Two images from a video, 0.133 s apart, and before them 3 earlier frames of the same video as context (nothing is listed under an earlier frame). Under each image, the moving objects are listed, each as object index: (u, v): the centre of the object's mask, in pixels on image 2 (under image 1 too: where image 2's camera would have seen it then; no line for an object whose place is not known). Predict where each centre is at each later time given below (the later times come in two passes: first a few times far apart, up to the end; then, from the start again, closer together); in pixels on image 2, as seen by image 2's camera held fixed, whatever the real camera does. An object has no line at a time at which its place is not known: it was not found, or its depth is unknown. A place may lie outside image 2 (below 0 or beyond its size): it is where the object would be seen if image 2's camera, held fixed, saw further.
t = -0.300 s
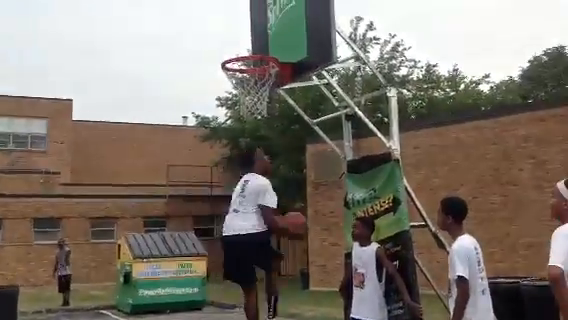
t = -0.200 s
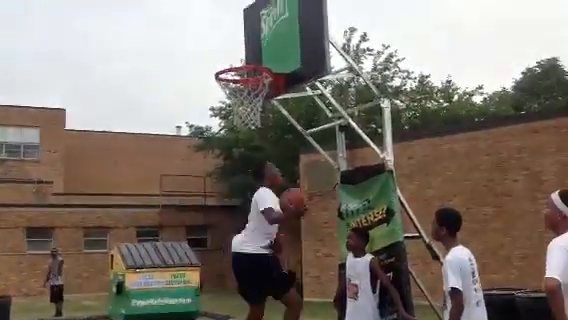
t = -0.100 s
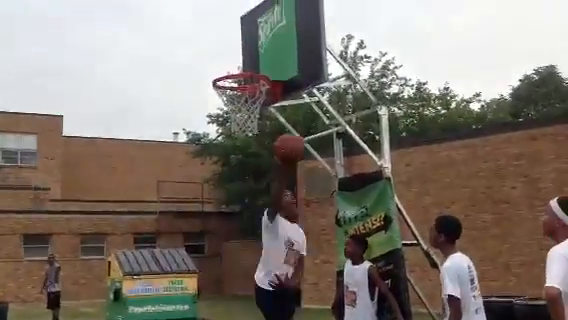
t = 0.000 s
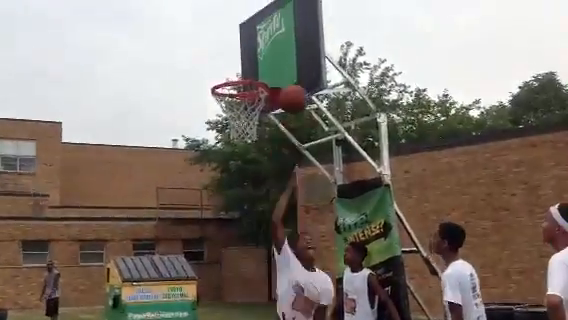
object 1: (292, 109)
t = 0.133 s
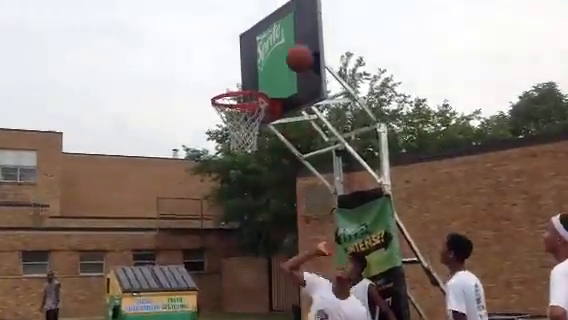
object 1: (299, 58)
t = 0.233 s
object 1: (280, 56)
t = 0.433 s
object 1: (238, 84)
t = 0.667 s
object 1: (226, 128)
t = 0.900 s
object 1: (238, 187)
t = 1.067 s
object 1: (248, 270)
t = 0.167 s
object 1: (293, 56)
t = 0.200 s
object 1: (287, 56)
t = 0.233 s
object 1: (280, 56)
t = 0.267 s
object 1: (273, 59)
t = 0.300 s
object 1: (267, 62)
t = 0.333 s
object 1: (262, 66)
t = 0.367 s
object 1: (253, 73)
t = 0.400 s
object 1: (246, 79)
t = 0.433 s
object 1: (238, 84)
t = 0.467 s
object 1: (234, 92)
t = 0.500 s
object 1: (230, 102)
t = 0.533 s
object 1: (227, 110)
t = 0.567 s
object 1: (220, 117)
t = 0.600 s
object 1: (222, 121)
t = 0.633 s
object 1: (224, 125)
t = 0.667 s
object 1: (226, 128)
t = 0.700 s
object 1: (227, 132)
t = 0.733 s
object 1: (229, 140)
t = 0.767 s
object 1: (231, 148)
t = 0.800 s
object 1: (232, 153)
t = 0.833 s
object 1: (234, 162)
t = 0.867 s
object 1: (237, 174)
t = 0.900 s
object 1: (238, 187)
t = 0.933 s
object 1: (241, 201)
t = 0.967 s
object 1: (243, 216)
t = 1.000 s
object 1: (244, 233)
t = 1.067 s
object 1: (248, 270)
